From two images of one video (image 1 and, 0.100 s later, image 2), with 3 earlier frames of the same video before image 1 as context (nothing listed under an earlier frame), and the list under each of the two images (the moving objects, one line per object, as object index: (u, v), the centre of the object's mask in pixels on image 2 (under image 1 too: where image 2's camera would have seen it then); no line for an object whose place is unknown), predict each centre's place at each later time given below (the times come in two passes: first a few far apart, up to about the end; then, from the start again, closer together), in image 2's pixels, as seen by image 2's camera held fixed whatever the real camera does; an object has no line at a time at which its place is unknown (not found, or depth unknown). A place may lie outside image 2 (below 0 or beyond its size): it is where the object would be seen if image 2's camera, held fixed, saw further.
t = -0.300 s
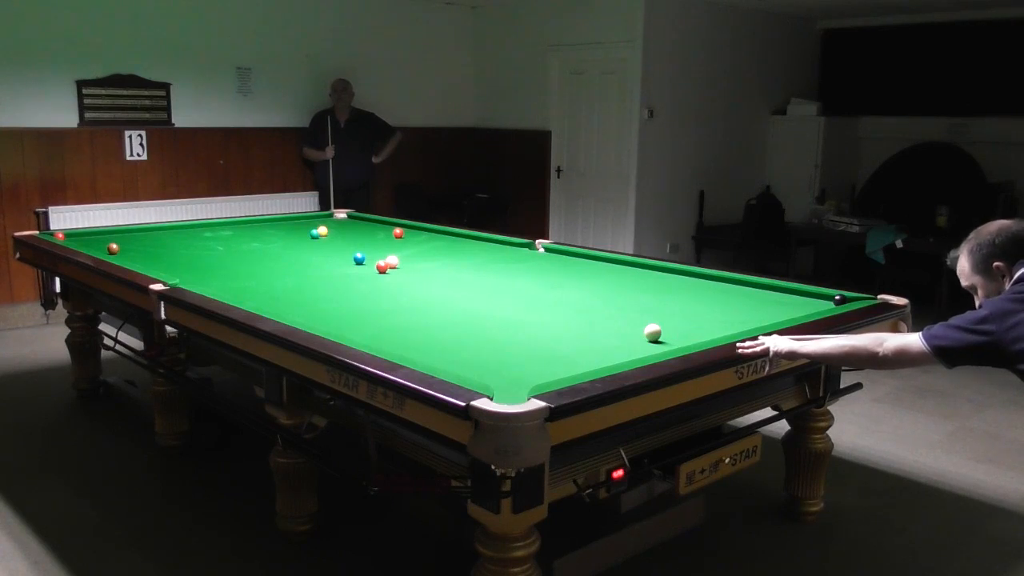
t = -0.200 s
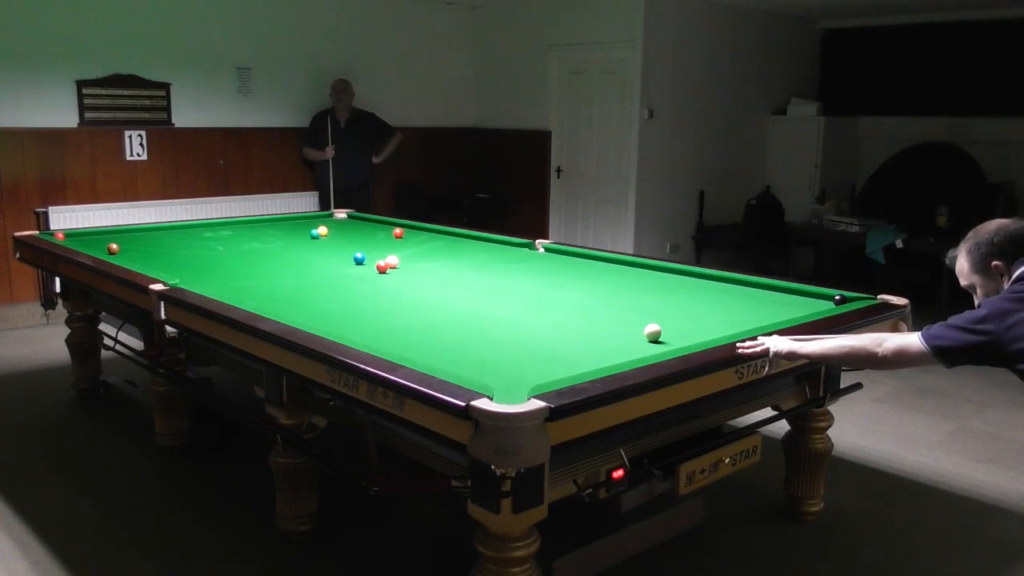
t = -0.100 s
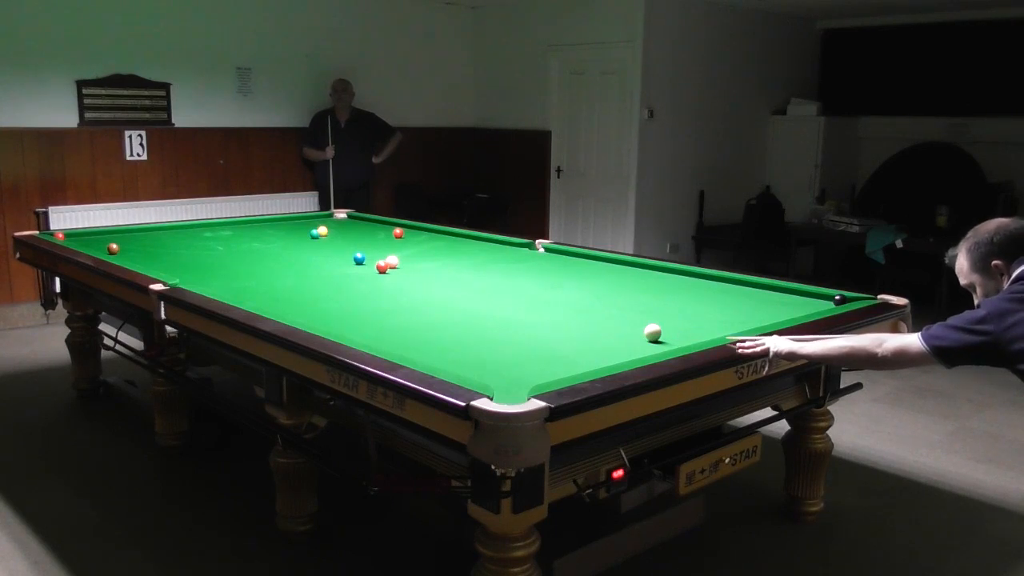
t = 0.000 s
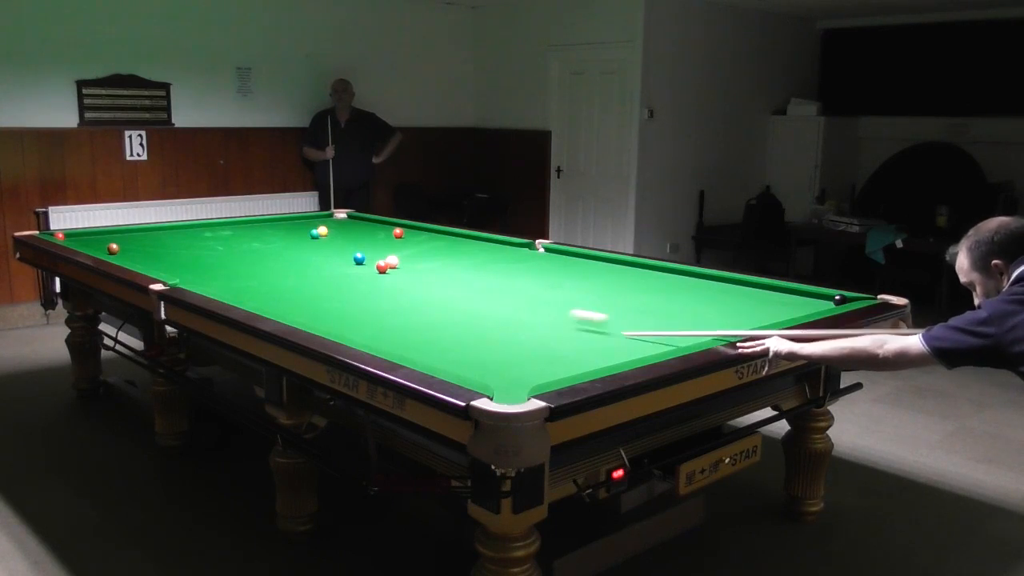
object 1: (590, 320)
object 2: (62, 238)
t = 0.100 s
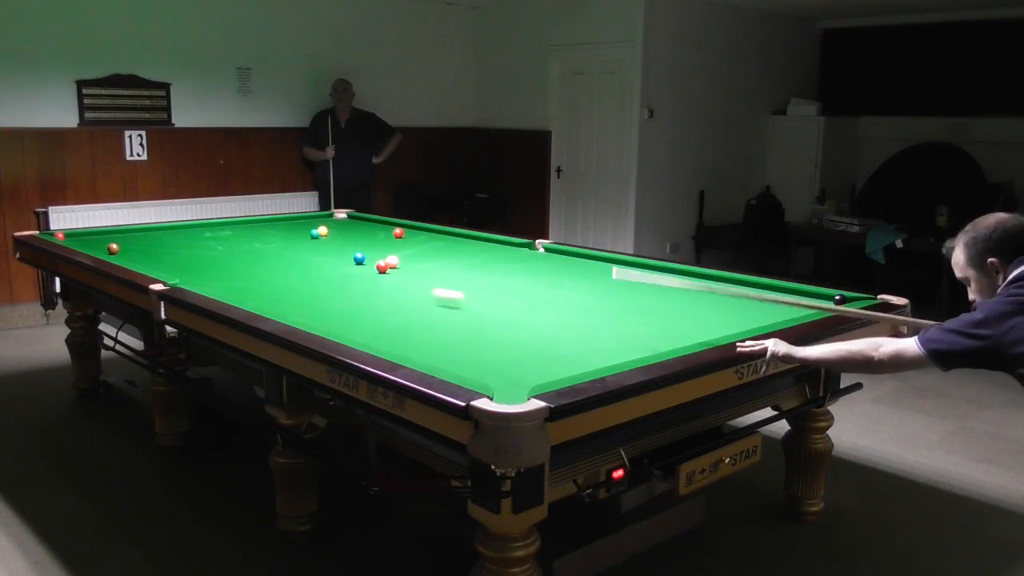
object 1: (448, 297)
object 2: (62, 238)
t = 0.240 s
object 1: (297, 273)
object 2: (62, 238)
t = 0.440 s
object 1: (143, 249)
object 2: (62, 238)
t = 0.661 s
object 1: (84, 233)
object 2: (69, 238)
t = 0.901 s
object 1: (118, 233)
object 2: (123, 247)
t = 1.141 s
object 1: (149, 234)
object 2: (193, 255)
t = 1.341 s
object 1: (175, 235)
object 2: (257, 263)
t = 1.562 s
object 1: (203, 236)
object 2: (332, 271)
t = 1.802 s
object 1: (232, 236)
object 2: (422, 282)
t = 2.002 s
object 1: (256, 237)
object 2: (503, 291)
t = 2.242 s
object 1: (284, 237)
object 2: (611, 304)
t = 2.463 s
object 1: (308, 238)
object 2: (721, 316)
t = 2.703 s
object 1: (335, 239)
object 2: (732, 312)
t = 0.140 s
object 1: (400, 290)
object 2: (62, 238)
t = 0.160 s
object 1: (378, 286)
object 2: (62, 238)
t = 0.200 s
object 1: (336, 279)
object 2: (62, 238)
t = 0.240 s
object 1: (297, 273)
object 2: (62, 238)
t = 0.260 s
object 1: (279, 270)
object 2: (62, 238)
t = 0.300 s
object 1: (245, 265)
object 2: (62, 238)
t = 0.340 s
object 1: (213, 260)
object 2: (62, 238)
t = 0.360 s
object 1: (198, 258)
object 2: (62, 238)
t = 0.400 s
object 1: (170, 253)
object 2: (62, 238)
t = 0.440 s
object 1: (143, 249)
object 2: (62, 238)
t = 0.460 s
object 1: (131, 247)
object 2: (62, 238)
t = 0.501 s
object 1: (104, 242)
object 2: (62, 238)
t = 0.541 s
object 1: (85, 240)
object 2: (62, 238)
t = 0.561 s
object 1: (74, 237)
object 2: (60, 237)
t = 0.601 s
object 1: (73, 236)
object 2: (58, 236)
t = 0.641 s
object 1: (80, 234)
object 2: (65, 237)
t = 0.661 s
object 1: (84, 233)
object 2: (69, 238)
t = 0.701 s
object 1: (89, 232)
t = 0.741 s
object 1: (96, 232)
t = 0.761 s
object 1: (99, 232)
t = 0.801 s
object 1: (105, 232)
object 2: (98, 243)
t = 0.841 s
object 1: (110, 233)
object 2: (108, 244)
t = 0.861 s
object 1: (113, 233)
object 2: (112, 246)
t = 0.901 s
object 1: (118, 233)
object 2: (123, 247)
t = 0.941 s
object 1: (123, 233)
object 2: (134, 248)
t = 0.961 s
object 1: (126, 233)
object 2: (140, 249)
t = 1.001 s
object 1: (131, 234)
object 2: (151, 250)
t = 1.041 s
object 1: (136, 234)
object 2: (163, 252)
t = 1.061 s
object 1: (139, 234)
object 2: (169, 252)
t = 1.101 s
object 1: (144, 234)
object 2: (181, 253)
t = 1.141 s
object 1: (149, 234)
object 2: (193, 255)
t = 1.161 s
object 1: (152, 234)
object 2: (199, 256)
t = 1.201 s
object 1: (157, 234)
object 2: (211, 257)
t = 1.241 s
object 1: (162, 235)
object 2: (224, 259)
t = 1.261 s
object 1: (165, 235)
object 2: (231, 260)
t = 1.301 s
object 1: (170, 235)
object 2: (243, 261)
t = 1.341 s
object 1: (175, 235)
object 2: (257, 263)
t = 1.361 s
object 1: (178, 235)
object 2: (263, 264)
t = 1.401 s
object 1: (182, 235)
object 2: (277, 265)
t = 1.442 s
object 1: (188, 235)
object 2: (290, 267)
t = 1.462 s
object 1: (190, 235)
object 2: (297, 267)
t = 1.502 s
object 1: (195, 236)
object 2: (311, 269)
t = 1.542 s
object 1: (200, 236)
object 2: (325, 270)
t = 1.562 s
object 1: (203, 236)
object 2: (332, 271)
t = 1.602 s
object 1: (207, 236)
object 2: (346, 273)
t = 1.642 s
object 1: (212, 236)
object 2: (361, 275)
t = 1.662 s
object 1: (215, 236)
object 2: (368, 276)
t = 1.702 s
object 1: (220, 236)
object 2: (384, 277)
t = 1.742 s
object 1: (225, 236)
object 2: (398, 279)
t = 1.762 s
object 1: (227, 236)
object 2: (406, 280)
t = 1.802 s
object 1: (232, 236)
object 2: (422, 282)
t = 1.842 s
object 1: (237, 236)
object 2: (438, 283)
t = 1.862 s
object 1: (239, 236)
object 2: (446, 284)
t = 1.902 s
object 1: (244, 237)
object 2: (462, 286)
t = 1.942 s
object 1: (249, 237)
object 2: (478, 288)
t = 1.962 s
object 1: (251, 237)
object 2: (487, 289)
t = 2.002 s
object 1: (256, 237)
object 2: (503, 291)
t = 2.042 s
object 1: (260, 237)
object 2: (521, 293)
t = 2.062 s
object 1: (263, 237)
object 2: (530, 294)
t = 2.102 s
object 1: (267, 237)
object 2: (547, 296)
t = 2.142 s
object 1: (272, 237)
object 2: (565, 298)
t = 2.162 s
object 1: (275, 237)
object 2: (574, 299)
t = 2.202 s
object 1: (279, 237)
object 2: (593, 301)
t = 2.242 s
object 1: (284, 237)
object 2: (611, 304)
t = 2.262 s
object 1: (286, 238)
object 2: (621, 305)
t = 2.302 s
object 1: (290, 238)
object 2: (640, 307)
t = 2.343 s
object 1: (295, 238)
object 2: (660, 309)
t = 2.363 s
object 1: (297, 238)
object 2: (670, 310)
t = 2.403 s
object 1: (302, 238)
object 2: (690, 313)
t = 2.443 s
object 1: (306, 238)
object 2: (711, 315)
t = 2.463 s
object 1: (308, 238)
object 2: (721, 316)
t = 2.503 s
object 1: (313, 239)
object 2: (742, 319)
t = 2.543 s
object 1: (317, 238)
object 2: (763, 320)
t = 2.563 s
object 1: (320, 238)
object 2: (771, 319)
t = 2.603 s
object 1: (324, 238)
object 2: (760, 319)
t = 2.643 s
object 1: (329, 239)
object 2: (748, 316)
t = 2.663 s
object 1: (330, 239)
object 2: (742, 315)
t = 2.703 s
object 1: (335, 239)
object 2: (732, 312)
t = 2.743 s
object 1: (339, 239)
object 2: (723, 309)
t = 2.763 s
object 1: (343, 239)
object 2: (715, 307)
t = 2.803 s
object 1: (345, 239)
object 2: (711, 306)
